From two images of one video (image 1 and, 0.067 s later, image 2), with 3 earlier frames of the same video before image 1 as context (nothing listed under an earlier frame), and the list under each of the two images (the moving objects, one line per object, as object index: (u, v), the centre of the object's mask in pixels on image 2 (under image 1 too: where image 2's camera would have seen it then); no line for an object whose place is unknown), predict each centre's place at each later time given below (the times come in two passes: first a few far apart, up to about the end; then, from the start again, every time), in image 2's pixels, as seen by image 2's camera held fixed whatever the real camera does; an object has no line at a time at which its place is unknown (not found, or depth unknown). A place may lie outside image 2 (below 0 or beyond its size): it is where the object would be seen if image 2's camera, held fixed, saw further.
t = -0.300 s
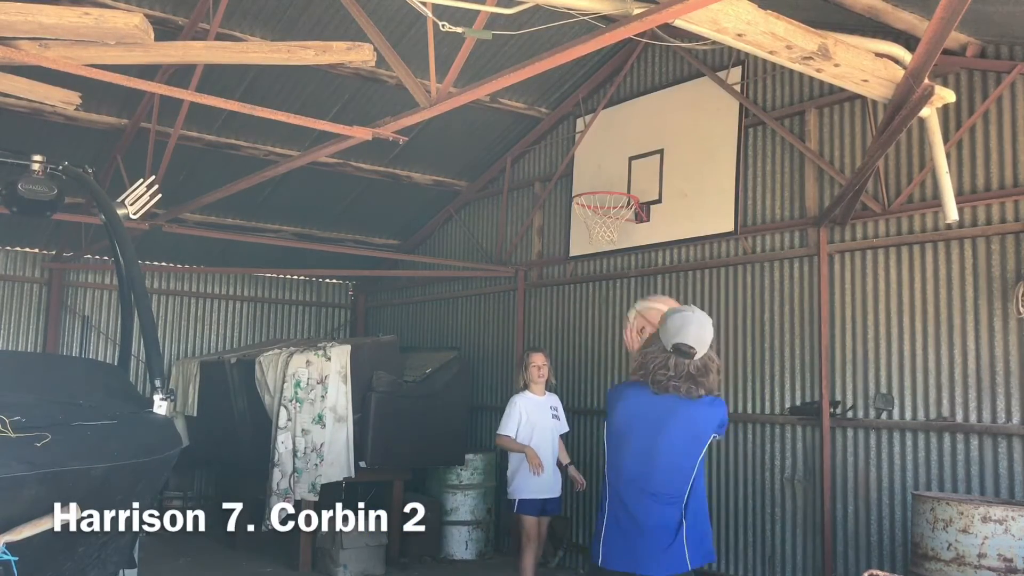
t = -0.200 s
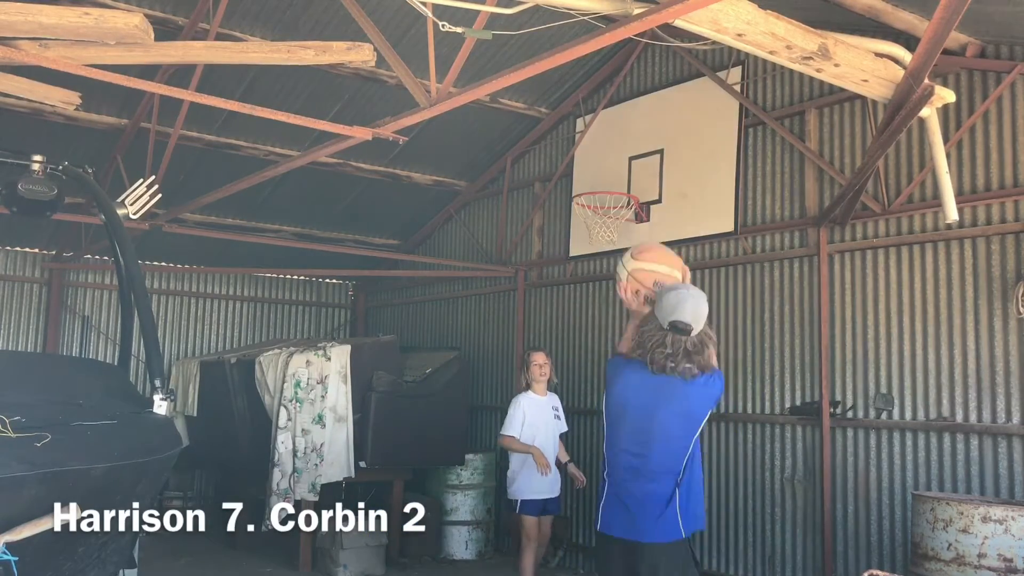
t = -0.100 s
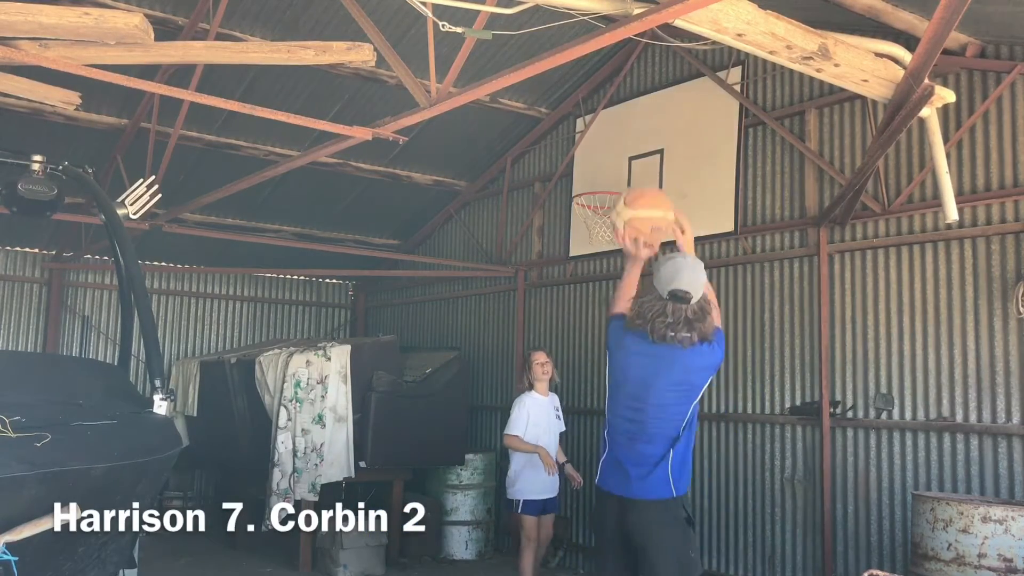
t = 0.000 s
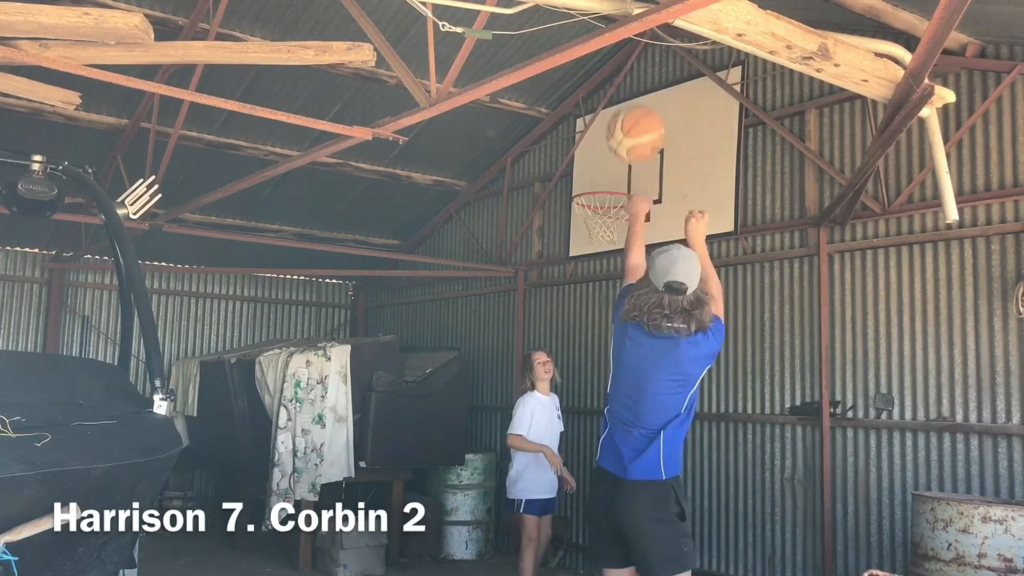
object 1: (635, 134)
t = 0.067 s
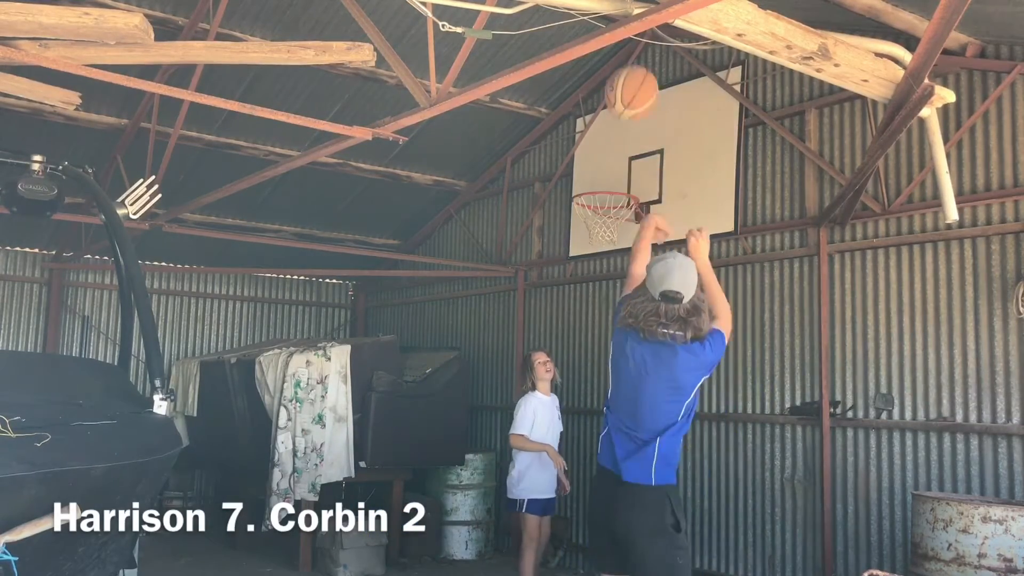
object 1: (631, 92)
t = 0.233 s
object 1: (625, 54)
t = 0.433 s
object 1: (614, 66)
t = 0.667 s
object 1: (605, 152)
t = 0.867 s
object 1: (597, 167)
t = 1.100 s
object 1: (591, 183)
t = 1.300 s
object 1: (601, 200)
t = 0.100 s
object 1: (629, 77)
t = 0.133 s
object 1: (628, 67)
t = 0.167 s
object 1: (627, 60)
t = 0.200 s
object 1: (626, 56)
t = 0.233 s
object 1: (625, 54)
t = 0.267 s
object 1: (624, 53)
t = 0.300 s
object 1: (622, 54)
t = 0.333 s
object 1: (620, 55)
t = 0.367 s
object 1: (619, 57)
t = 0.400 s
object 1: (616, 60)
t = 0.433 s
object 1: (614, 66)
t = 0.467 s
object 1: (613, 75)
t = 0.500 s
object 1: (612, 85)
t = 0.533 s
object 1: (610, 96)
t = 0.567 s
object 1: (609, 108)
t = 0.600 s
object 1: (608, 122)
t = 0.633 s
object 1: (607, 137)
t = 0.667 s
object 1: (605, 152)
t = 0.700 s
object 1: (604, 169)
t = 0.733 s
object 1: (603, 175)
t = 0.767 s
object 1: (602, 171)
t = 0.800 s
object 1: (600, 169)
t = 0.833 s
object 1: (599, 167)
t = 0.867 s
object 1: (597, 167)
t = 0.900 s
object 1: (595, 169)
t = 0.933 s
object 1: (595, 172)
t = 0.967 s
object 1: (592, 176)
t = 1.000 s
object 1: (591, 181)
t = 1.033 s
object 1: (588, 185)
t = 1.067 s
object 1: (590, 183)
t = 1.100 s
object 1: (591, 183)
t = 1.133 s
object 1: (592, 183)
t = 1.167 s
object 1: (594, 183)
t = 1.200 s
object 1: (596, 185)
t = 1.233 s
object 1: (596, 186)
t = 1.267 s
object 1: (597, 189)
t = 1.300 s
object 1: (601, 200)
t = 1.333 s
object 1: (603, 208)
